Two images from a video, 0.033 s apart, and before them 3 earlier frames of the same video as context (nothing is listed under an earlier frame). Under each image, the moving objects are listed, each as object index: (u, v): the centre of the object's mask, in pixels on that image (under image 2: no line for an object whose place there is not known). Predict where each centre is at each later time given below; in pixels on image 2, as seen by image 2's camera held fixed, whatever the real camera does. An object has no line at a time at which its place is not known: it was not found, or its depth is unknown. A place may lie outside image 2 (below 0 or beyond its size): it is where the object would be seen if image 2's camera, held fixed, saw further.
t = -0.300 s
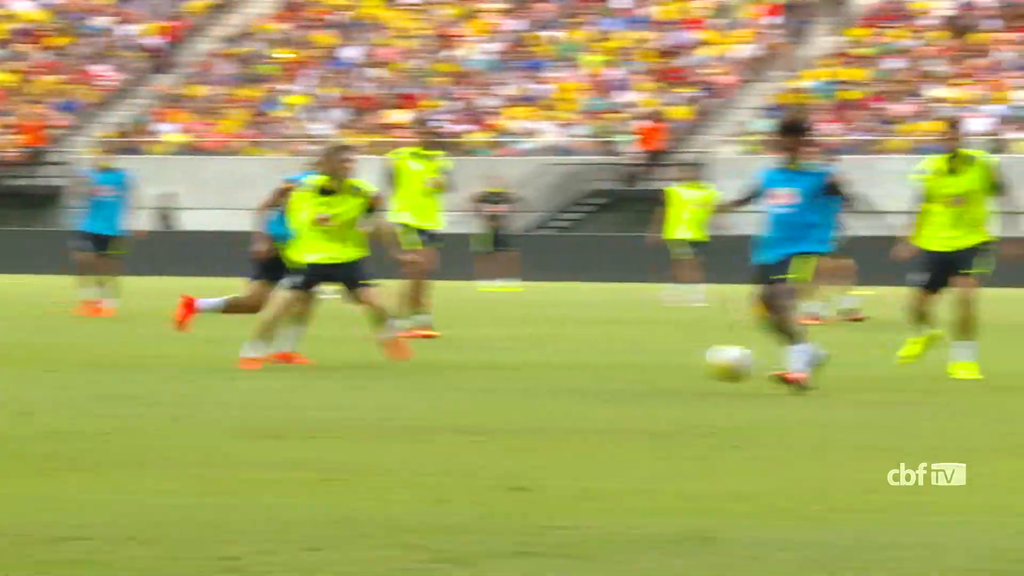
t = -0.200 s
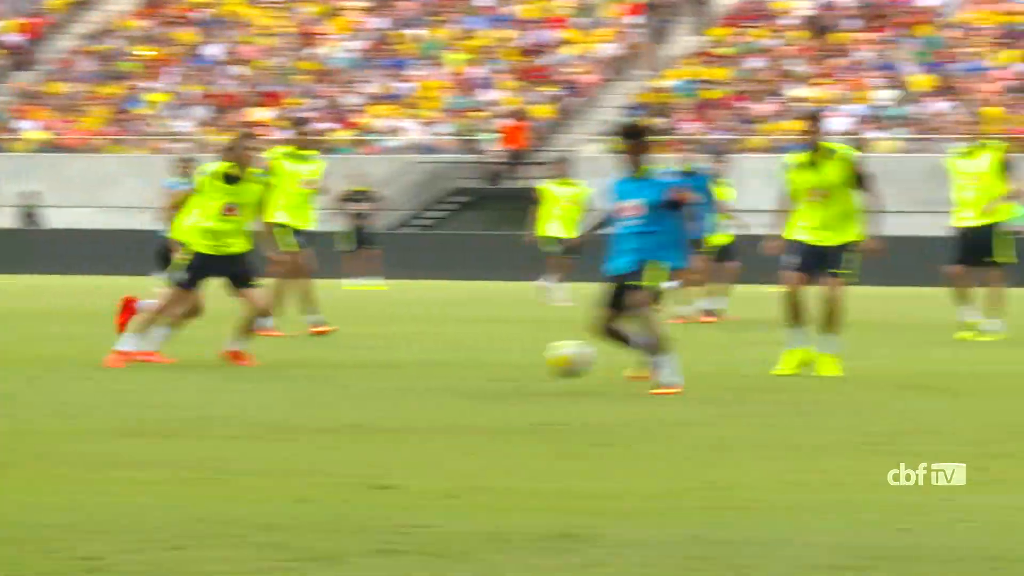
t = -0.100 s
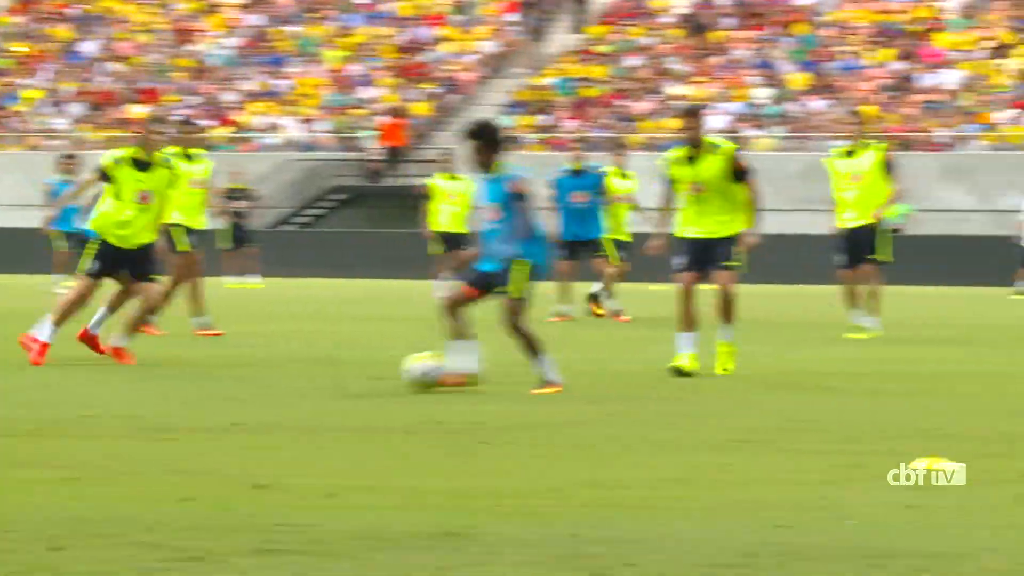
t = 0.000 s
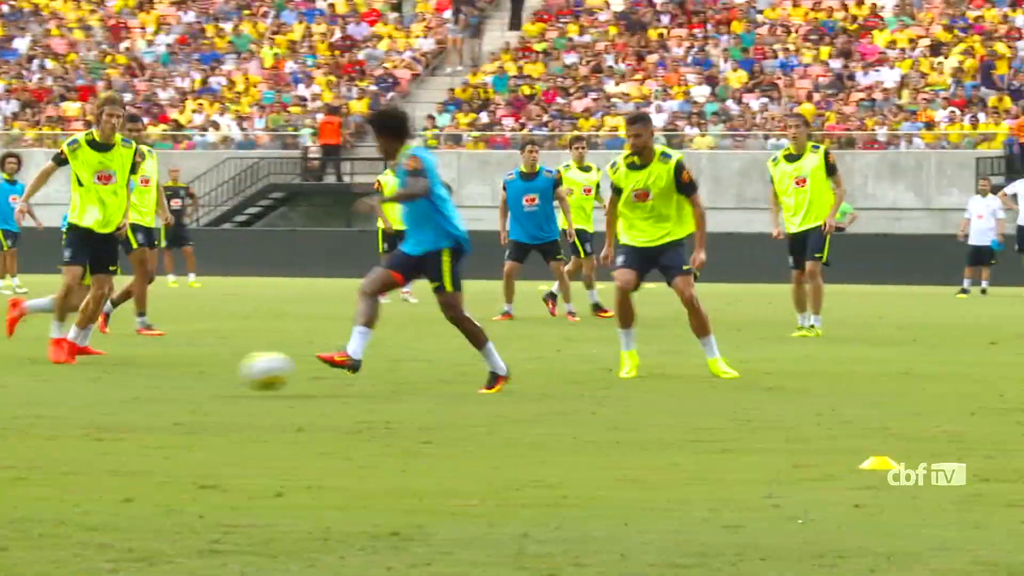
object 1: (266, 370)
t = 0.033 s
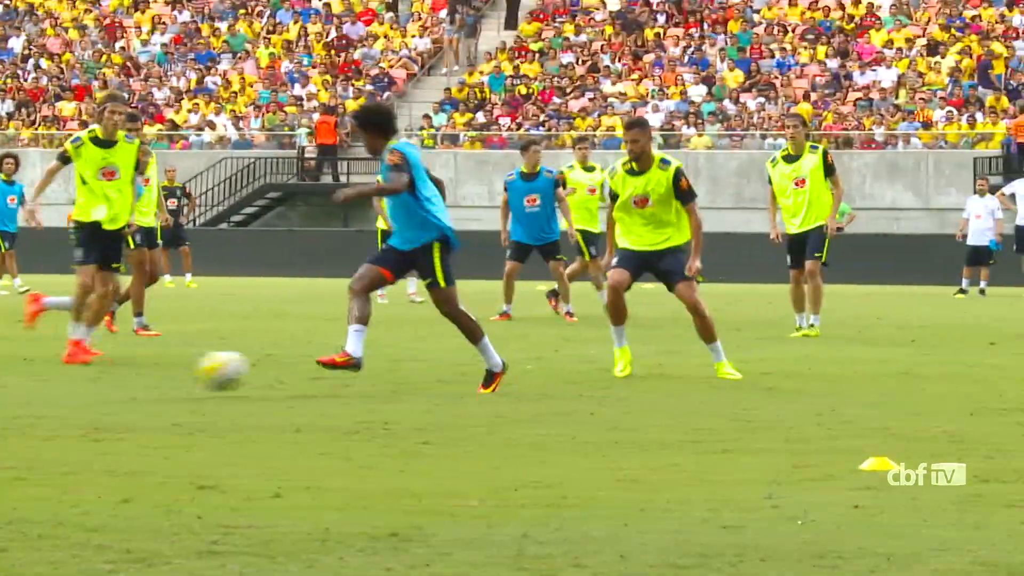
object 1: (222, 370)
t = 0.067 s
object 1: (181, 372)
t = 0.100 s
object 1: (139, 377)
